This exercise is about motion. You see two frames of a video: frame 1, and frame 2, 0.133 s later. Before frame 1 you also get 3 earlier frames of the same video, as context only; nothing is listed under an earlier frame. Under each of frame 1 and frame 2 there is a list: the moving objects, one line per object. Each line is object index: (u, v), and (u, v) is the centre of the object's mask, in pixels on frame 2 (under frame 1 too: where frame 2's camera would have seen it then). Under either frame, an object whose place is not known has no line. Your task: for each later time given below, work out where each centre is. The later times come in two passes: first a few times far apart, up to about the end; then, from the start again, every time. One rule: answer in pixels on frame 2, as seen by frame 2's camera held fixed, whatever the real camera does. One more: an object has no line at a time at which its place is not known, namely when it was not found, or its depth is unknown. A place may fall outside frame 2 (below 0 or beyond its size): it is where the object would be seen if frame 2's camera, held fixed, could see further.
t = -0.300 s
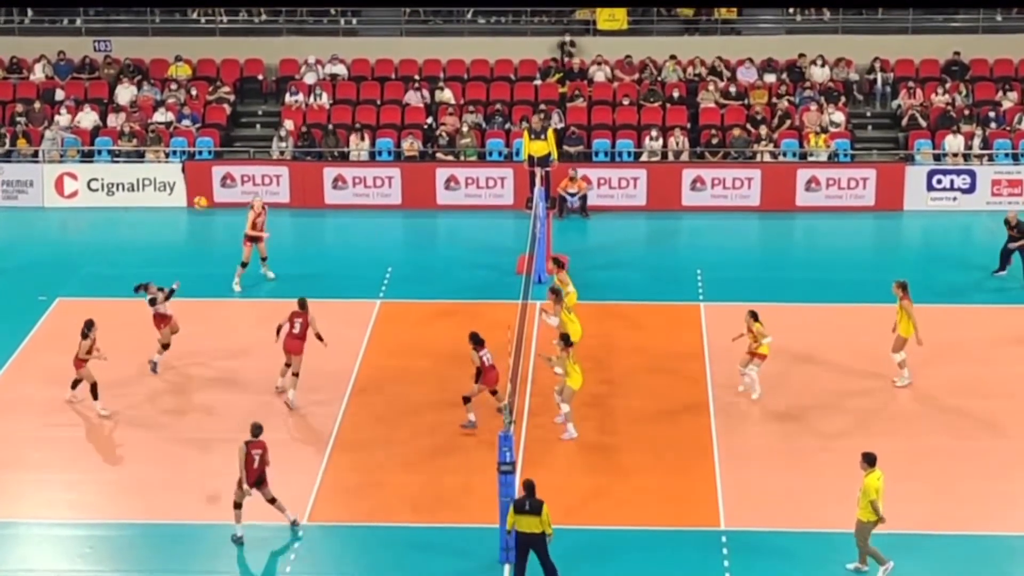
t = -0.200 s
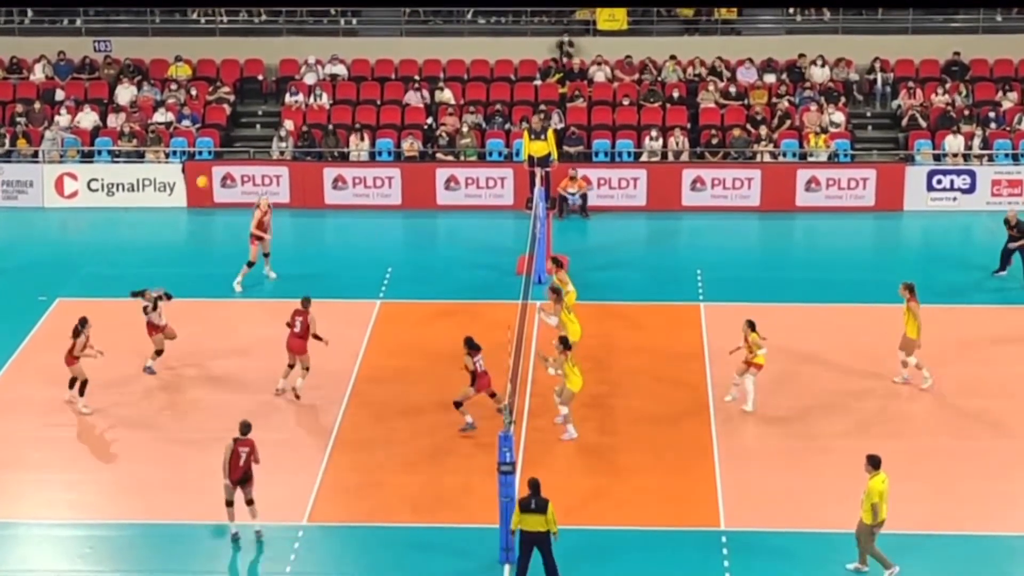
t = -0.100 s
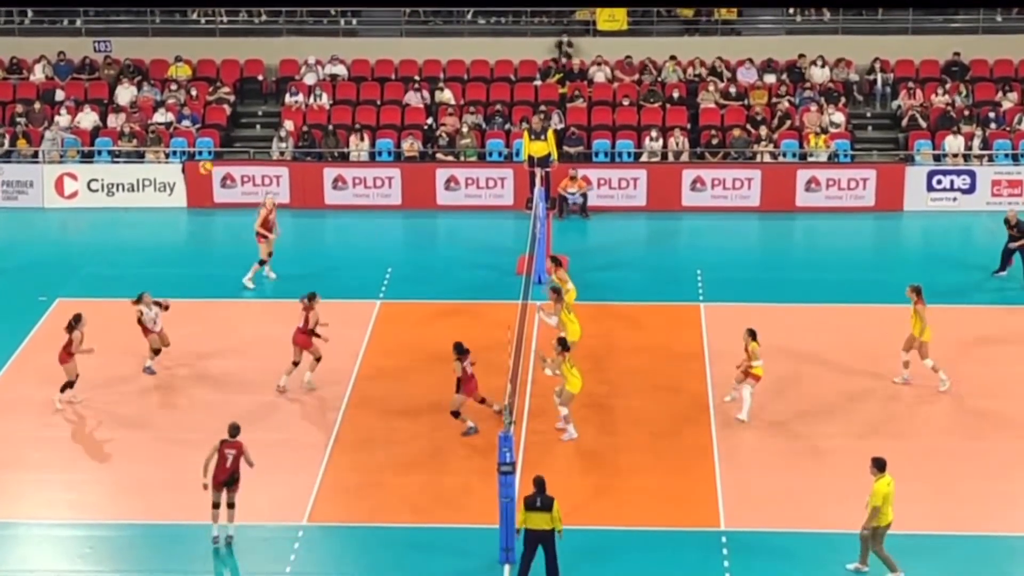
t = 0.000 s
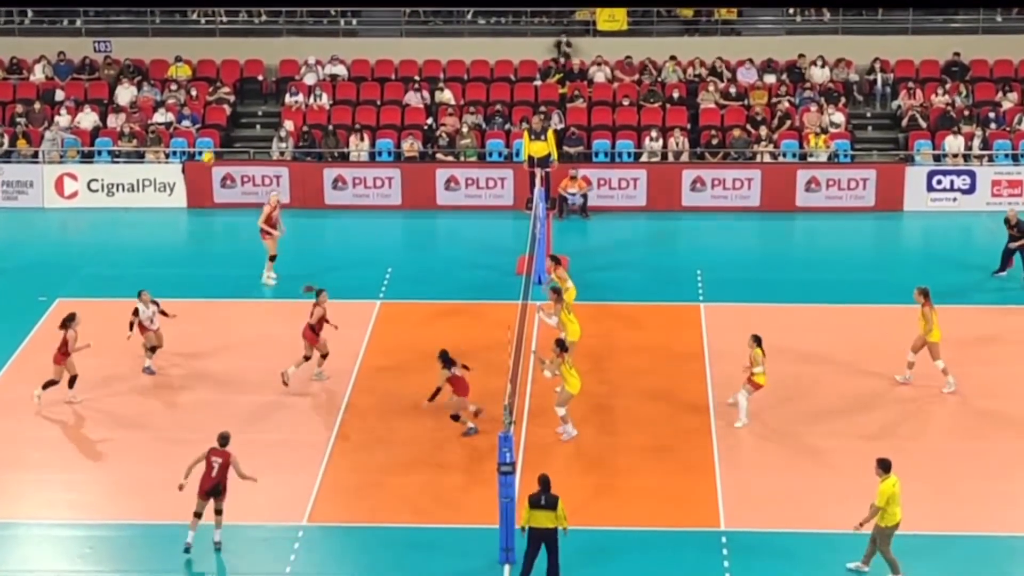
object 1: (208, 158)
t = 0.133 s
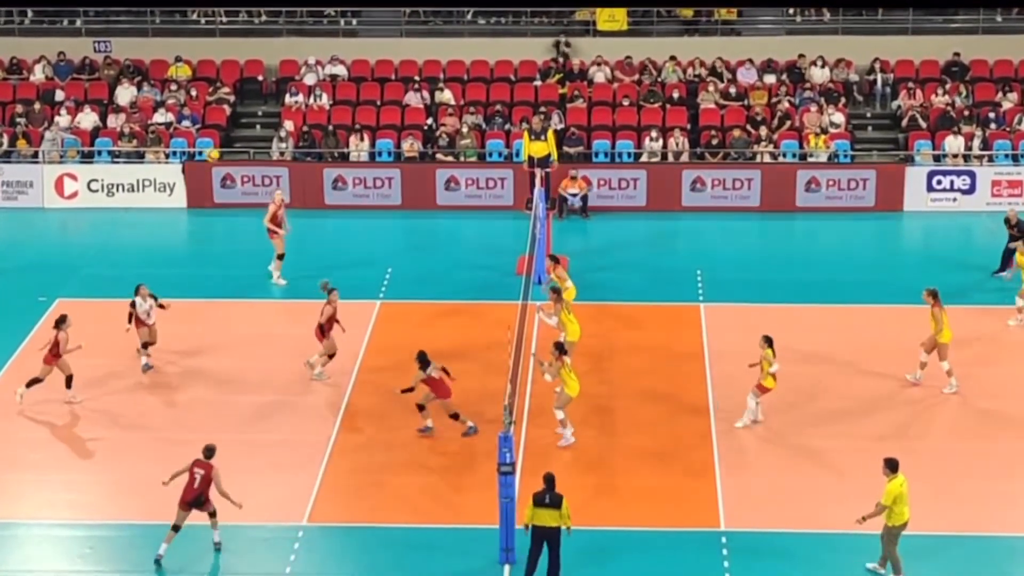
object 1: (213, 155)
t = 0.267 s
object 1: (218, 161)
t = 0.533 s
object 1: (231, 208)
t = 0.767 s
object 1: (243, 283)
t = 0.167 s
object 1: (214, 155)
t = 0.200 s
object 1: (215, 156)
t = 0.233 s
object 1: (216, 159)
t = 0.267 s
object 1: (218, 161)
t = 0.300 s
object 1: (220, 165)
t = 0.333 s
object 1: (221, 170)
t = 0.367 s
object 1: (223, 174)
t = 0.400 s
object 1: (224, 179)
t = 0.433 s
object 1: (225, 186)
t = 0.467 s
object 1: (227, 193)
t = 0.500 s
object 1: (229, 200)
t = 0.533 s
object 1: (231, 208)
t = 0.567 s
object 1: (233, 217)
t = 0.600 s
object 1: (234, 226)
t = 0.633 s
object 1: (236, 236)
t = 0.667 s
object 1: (238, 247)
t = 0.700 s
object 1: (240, 259)
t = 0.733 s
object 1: (242, 271)
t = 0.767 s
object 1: (243, 283)
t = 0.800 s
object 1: (245, 295)
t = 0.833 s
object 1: (247, 311)
